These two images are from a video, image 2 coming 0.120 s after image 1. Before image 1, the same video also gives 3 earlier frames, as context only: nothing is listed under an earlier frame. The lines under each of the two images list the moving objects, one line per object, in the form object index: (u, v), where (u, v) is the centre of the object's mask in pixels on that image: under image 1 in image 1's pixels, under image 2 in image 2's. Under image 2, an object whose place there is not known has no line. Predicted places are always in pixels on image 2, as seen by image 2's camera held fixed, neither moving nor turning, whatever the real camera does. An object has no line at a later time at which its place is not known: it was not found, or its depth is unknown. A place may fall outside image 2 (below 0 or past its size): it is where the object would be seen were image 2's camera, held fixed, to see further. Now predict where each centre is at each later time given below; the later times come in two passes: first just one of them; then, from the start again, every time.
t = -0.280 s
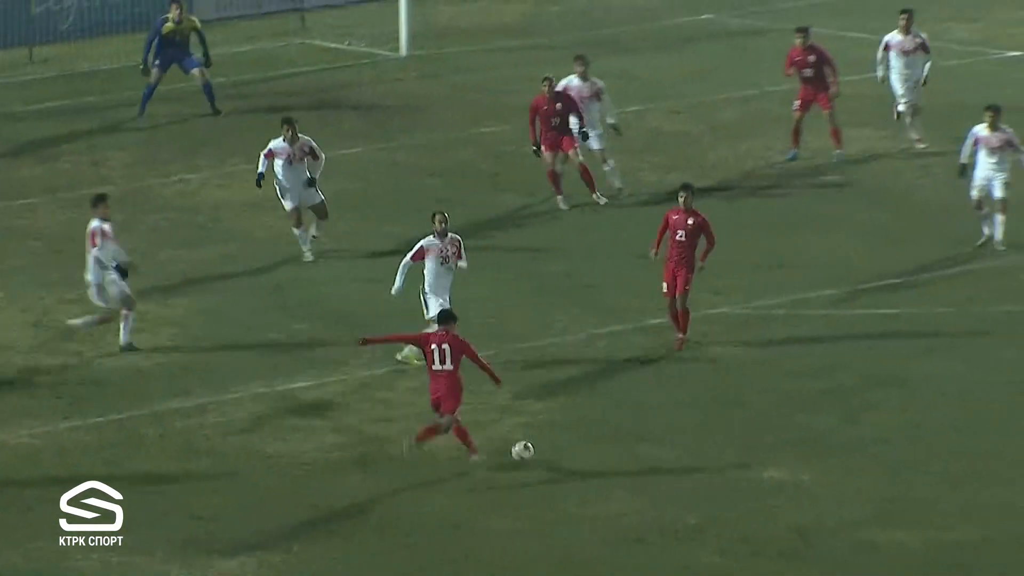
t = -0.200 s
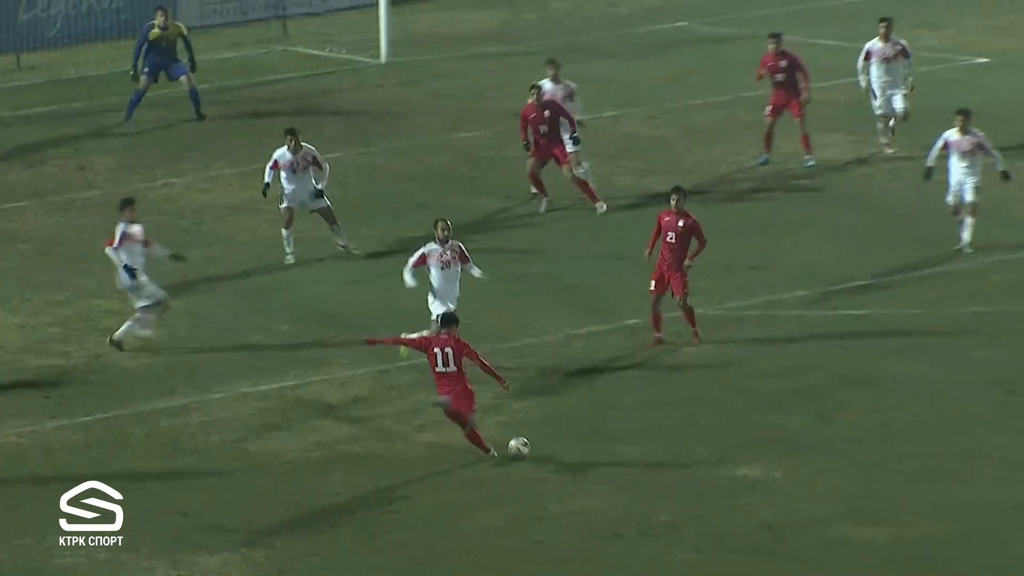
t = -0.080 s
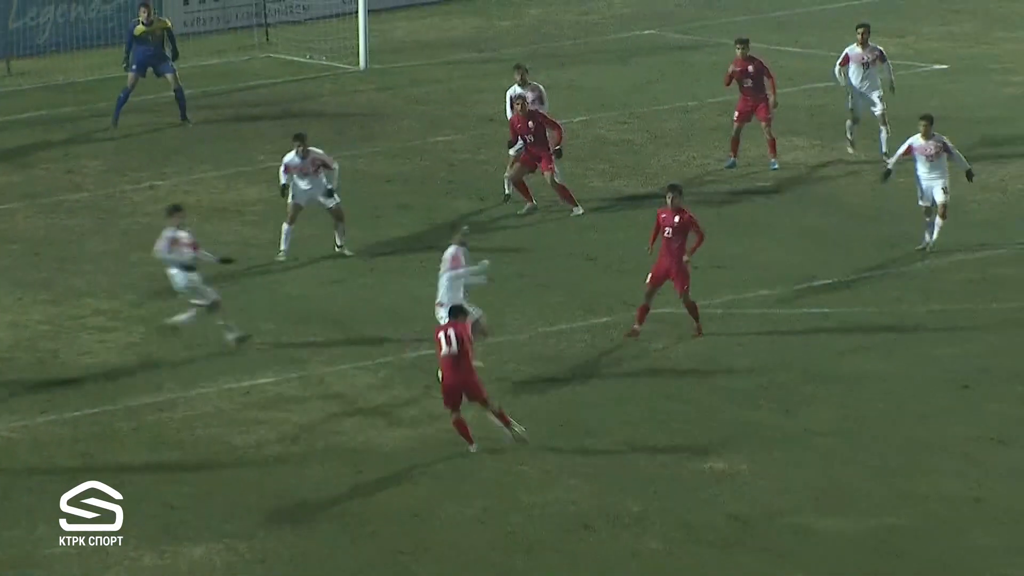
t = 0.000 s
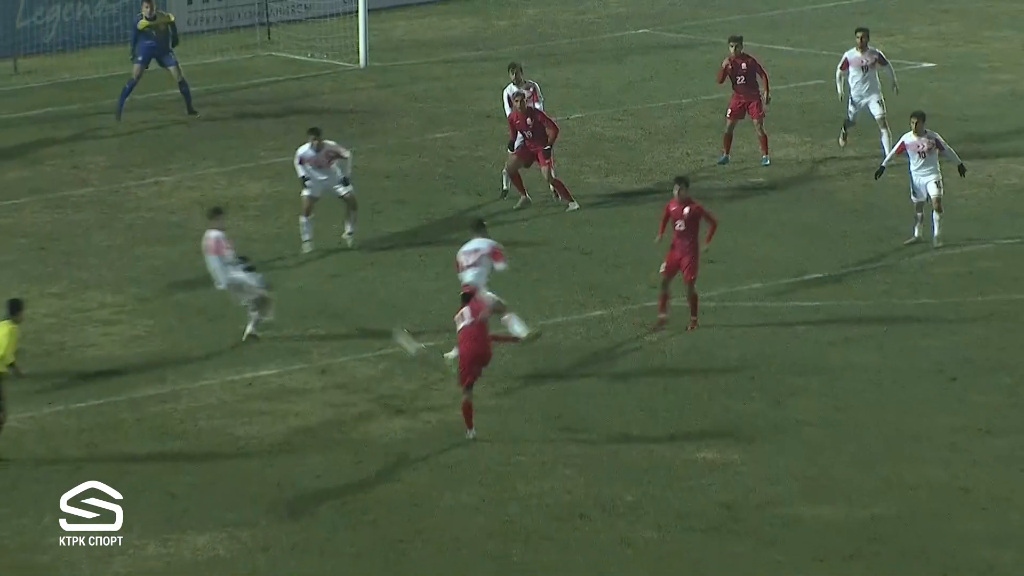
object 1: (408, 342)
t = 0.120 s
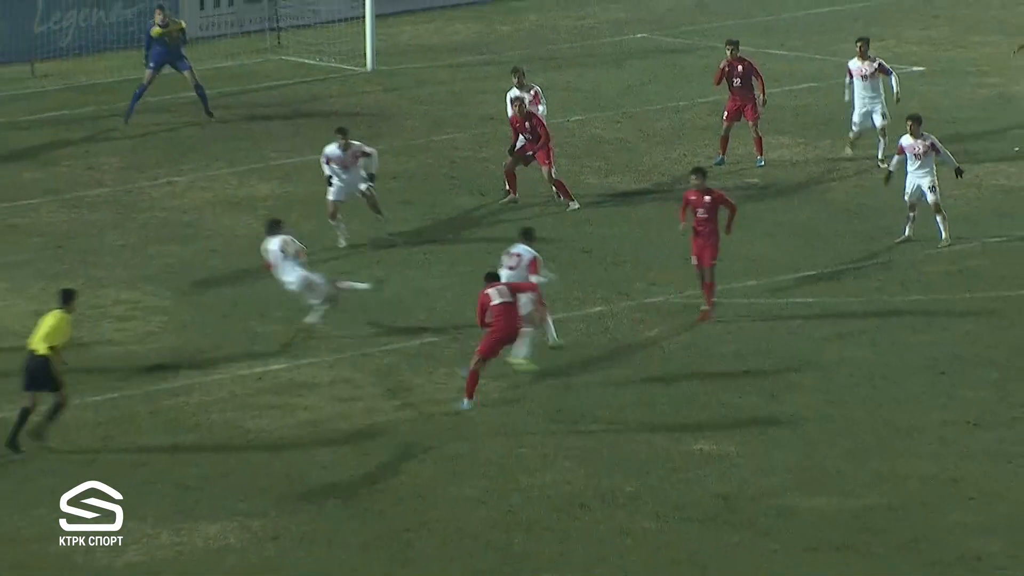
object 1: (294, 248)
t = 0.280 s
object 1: (134, 166)
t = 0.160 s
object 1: (250, 222)
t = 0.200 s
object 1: (208, 201)
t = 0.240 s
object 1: (170, 182)
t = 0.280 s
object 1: (134, 166)
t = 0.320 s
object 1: (99, 151)
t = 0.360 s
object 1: (68, 139)
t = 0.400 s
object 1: (36, 127)
